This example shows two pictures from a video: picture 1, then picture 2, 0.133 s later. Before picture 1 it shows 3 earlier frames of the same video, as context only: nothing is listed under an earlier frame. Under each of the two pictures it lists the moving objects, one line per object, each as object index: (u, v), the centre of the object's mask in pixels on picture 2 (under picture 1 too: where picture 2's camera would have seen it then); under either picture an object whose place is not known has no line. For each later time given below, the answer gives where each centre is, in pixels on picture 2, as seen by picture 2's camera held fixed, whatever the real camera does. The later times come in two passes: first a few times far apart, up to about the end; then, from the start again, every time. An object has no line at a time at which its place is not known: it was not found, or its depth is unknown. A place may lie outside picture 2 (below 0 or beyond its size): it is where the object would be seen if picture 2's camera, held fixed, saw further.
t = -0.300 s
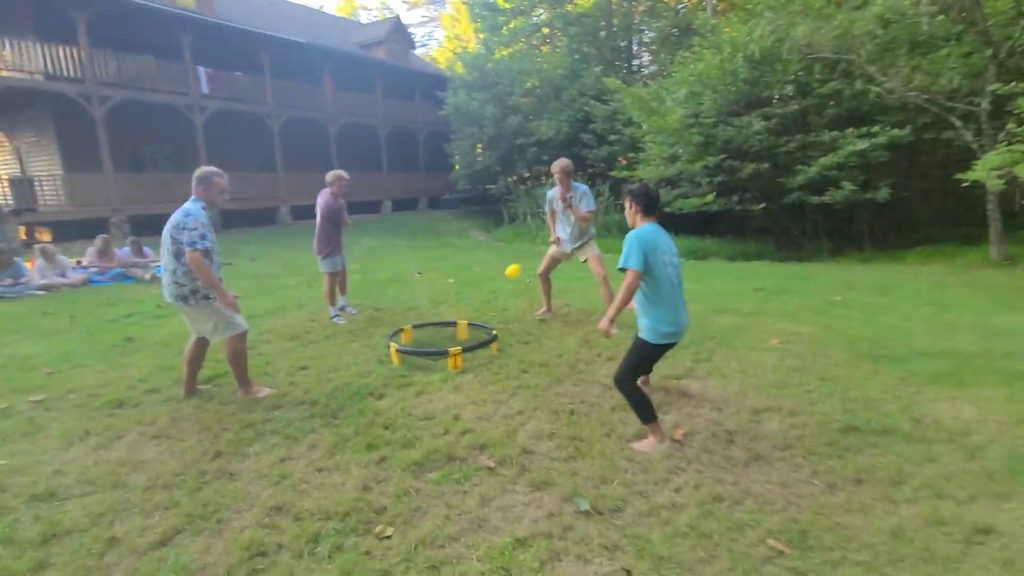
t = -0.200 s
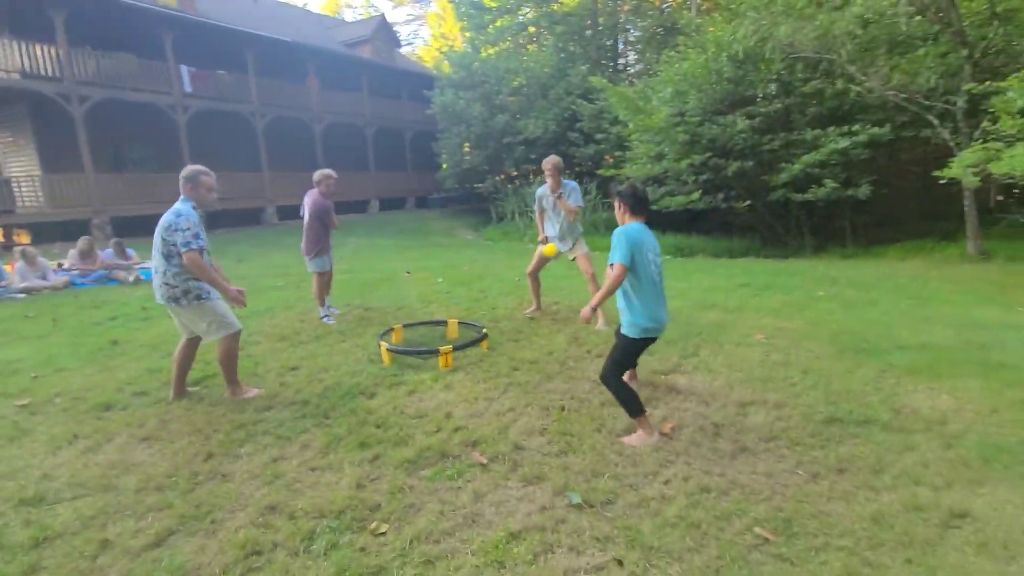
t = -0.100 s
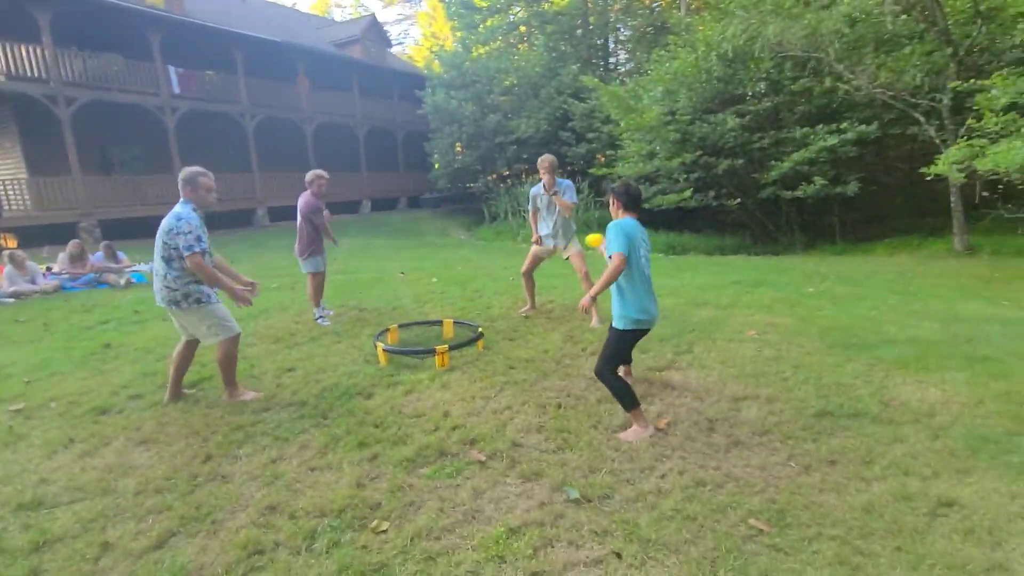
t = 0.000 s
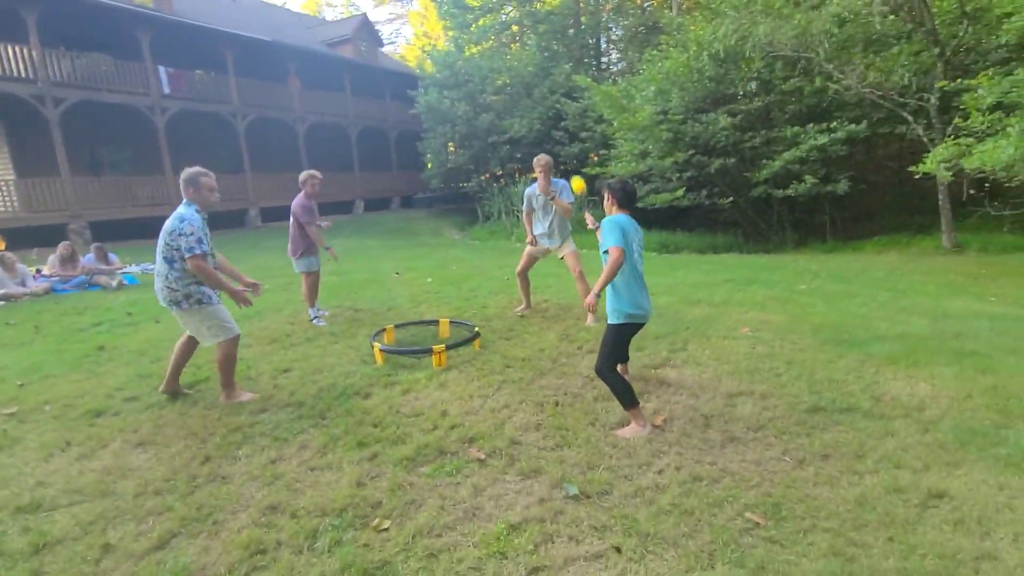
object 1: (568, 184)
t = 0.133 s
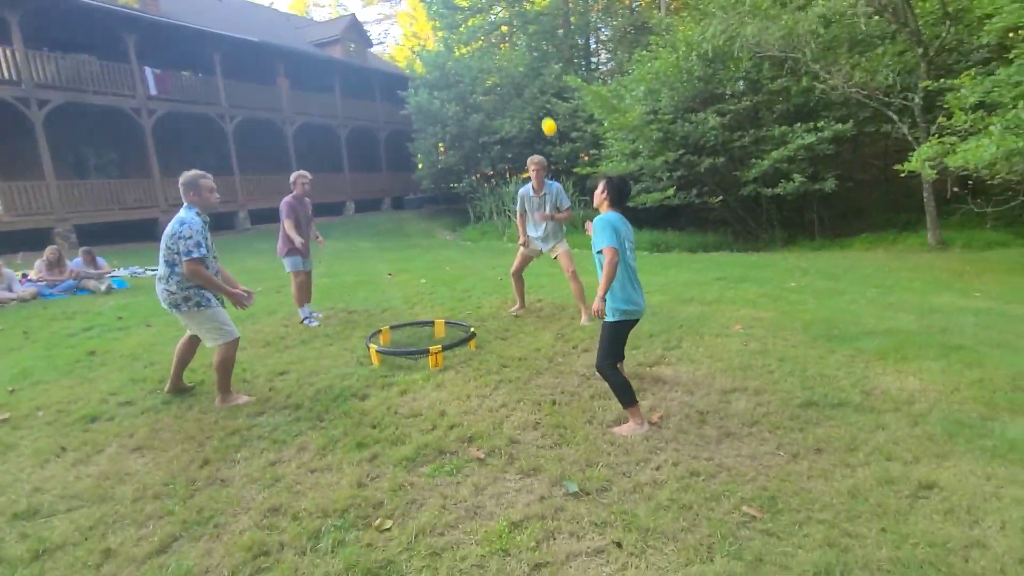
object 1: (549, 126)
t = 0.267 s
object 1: (529, 92)
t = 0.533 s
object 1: (490, 95)
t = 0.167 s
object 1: (544, 115)
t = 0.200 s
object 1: (539, 106)
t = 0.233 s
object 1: (534, 98)
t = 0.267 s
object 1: (529, 92)
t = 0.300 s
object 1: (525, 87)
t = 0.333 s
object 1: (520, 83)
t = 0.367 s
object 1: (515, 81)
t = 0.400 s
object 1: (510, 81)
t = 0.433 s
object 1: (505, 82)
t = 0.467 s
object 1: (500, 85)
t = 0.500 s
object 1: (496, 90)
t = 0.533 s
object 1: (490, 95)
